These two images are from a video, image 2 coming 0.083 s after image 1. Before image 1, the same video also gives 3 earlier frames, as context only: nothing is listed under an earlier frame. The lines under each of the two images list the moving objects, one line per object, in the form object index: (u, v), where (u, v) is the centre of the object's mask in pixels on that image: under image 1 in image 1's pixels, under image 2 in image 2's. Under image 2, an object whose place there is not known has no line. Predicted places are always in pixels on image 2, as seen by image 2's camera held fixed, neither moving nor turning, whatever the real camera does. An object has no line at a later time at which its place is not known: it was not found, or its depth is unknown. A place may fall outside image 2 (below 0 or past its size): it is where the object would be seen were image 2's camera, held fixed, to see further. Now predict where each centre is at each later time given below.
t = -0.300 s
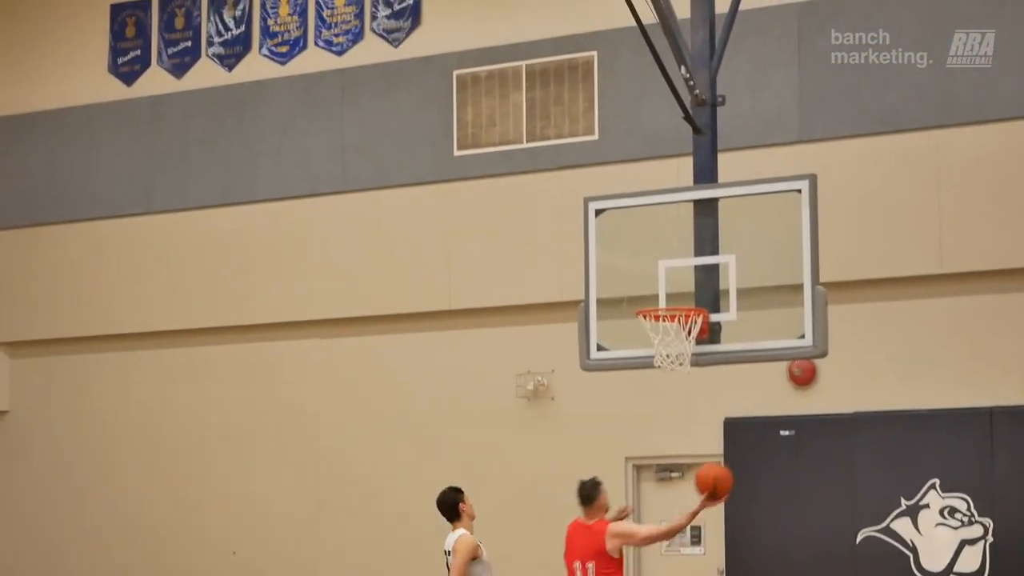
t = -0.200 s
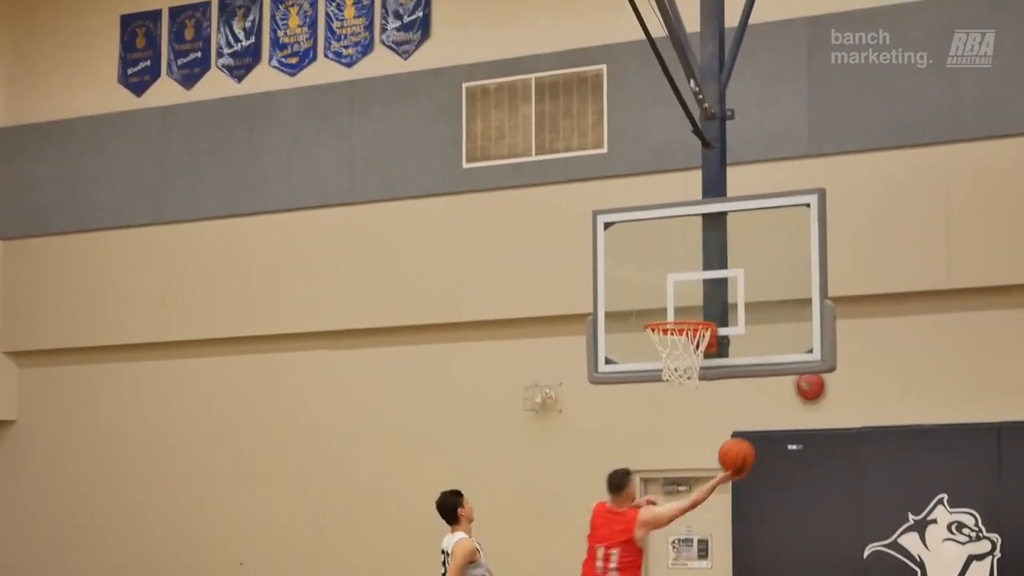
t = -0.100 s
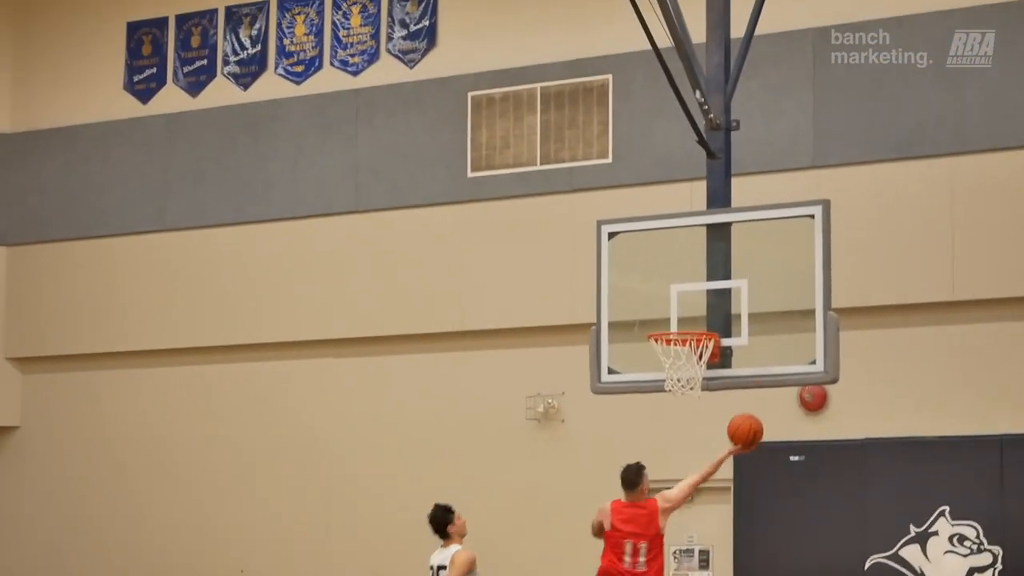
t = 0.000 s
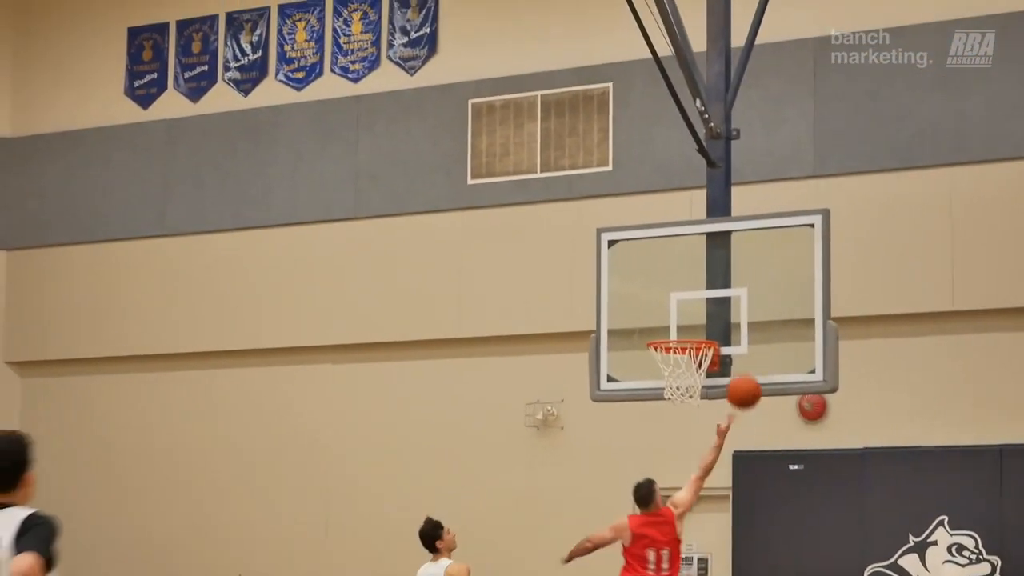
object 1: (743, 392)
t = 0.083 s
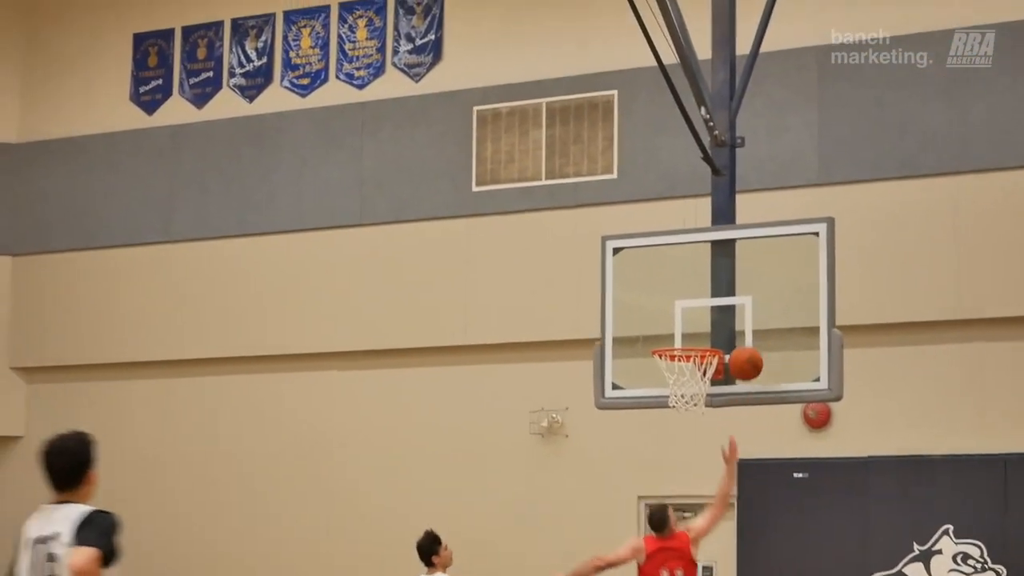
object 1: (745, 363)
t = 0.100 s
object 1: (744, 357)
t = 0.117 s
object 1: (744, 350)
